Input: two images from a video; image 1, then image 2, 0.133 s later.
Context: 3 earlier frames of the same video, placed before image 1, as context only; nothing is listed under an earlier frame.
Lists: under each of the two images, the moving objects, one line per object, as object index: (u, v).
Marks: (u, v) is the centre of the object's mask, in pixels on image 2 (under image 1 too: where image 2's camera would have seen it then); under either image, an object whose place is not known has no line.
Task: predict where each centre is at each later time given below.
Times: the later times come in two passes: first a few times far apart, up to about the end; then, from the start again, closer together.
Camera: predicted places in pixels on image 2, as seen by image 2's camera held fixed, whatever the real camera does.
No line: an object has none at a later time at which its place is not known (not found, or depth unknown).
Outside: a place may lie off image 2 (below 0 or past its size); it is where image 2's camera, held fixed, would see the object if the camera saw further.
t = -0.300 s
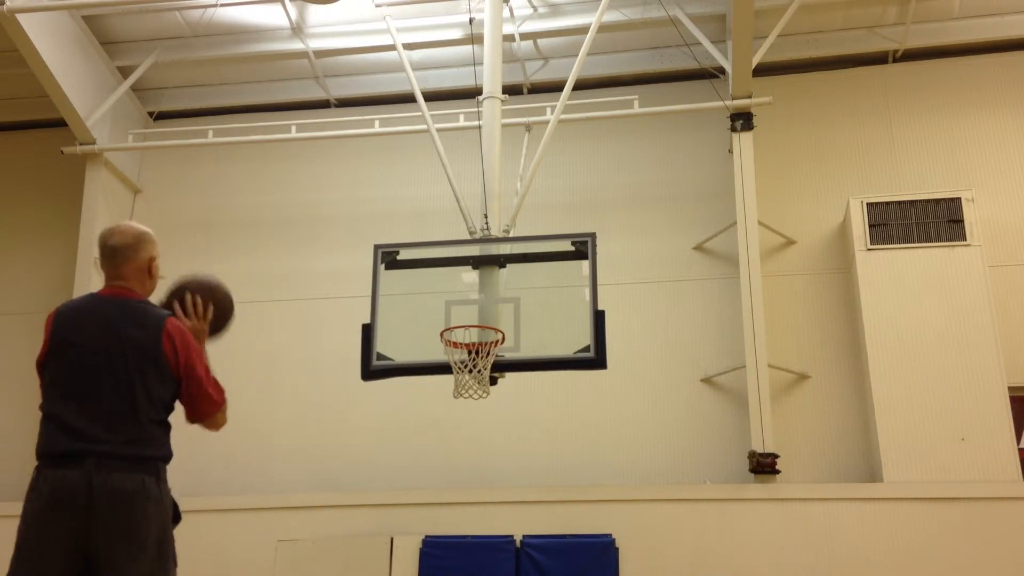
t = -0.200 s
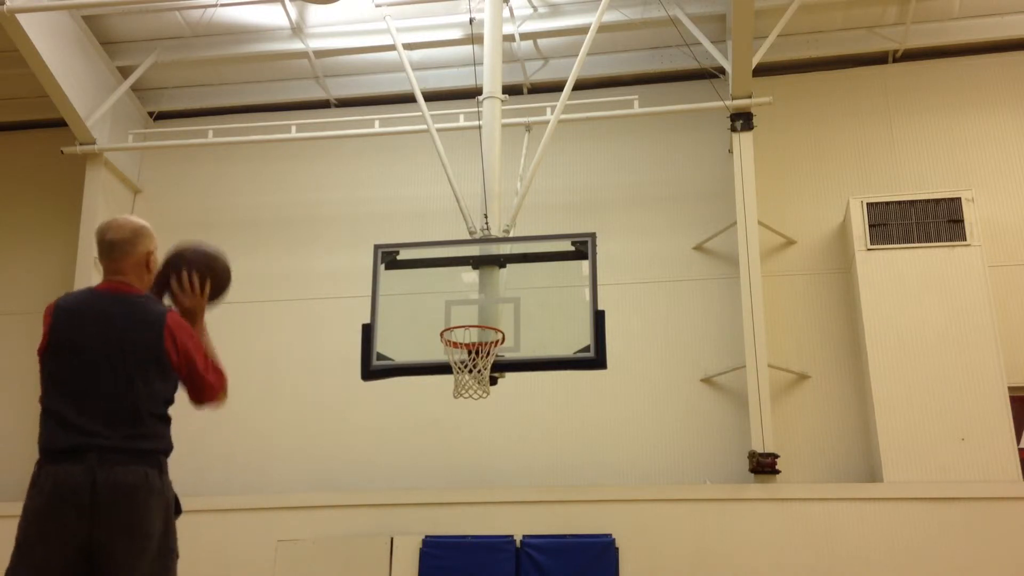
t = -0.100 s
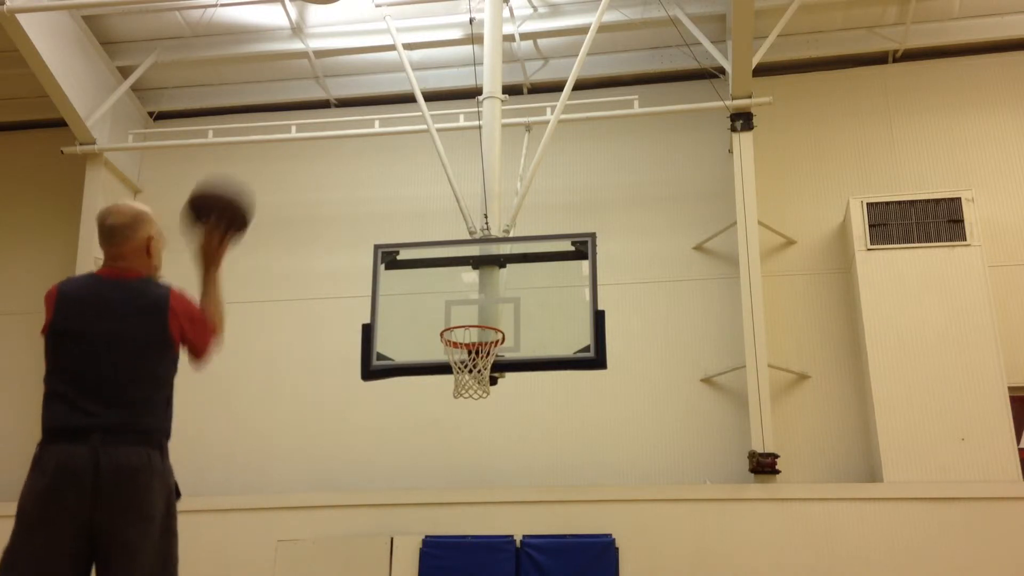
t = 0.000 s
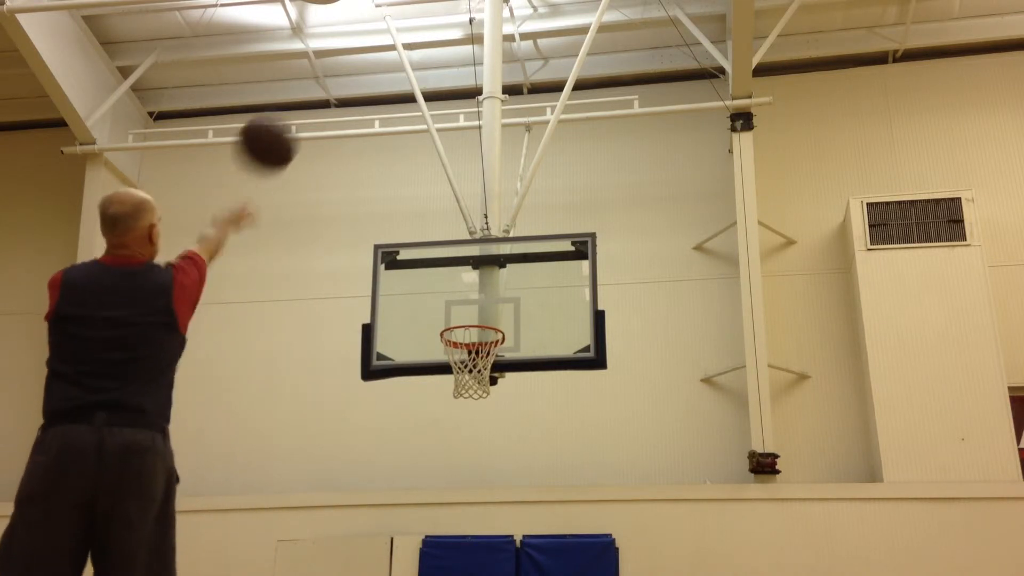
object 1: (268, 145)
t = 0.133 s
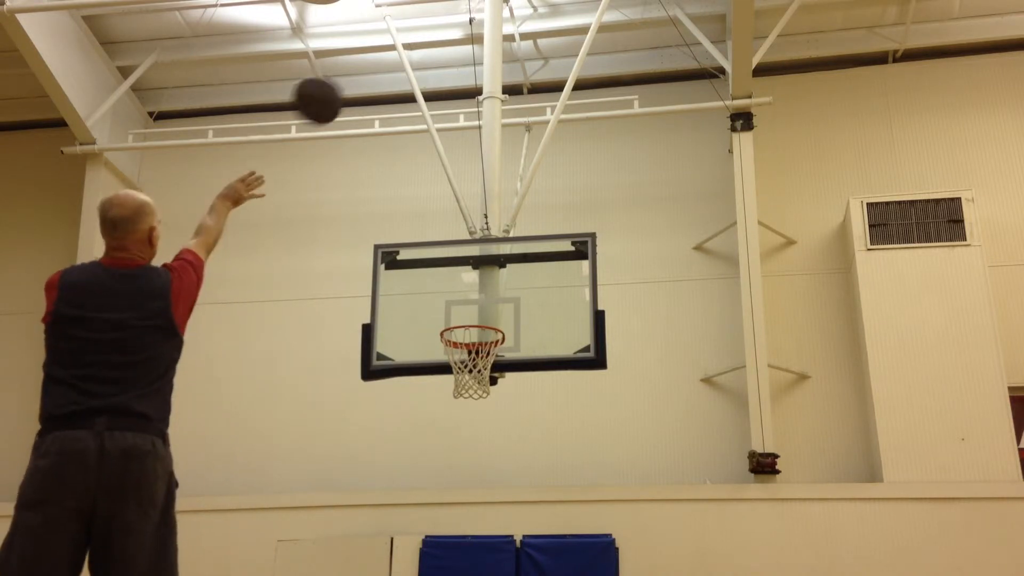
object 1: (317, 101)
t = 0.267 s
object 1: (356, 92)
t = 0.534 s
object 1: (408, 148)
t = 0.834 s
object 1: (446, 293)
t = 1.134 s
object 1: (469, 329)
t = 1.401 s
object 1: (462, 316)
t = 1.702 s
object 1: (488, 367)
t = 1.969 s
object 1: (472, 397)
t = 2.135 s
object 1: (452, 431)
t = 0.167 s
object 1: (328, 96)
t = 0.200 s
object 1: (338, 93)
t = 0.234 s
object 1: (347, 92)
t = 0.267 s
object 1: (356, 92)
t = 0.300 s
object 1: (364, 95)
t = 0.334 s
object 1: (371, 99)
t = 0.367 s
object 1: (378, 104)
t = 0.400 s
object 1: (384, 110)
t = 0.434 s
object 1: (391, 117)
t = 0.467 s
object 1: (397, 127)
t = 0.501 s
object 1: (403, 137)
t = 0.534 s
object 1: (408, 148)
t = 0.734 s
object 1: (434, 234)
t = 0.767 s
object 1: (438, 254)
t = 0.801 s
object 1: (443, 274)
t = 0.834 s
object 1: (446, 293)
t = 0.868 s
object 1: (449, 313)
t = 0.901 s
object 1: (452, 314)
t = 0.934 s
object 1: (454, 312)
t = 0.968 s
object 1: (457, 312)
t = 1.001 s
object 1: (460, 313)
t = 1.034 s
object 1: (462, 315)
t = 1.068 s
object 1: (464, 320)
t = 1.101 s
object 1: (466, 324)
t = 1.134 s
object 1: (469, 329)
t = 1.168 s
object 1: (469, 326)
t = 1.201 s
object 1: (468, 321)
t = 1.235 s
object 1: (467, 316)
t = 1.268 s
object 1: (466, 314)
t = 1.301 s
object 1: (466, 312)
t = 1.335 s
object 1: (465, 312)
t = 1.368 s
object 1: (464, 314)
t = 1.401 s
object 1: (462, 316)
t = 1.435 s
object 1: (461, 322)
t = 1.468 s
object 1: (461, 326)
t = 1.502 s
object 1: (467, 331)
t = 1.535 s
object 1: (472, 338)
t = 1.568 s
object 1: (478, 344)
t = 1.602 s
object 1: (482, 351)
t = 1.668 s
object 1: (488, 366)
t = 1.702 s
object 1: (488, 367)
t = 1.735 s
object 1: (489, 368)
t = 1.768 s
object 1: (490, 371)
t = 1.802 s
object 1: (488, 371)
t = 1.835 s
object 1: (486, 371)
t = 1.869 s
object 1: (483, 373)
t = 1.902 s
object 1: (482, 375)
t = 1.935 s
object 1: (478, 387)
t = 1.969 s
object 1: (472, 397)
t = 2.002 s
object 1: (468, 399)
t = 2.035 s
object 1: (465, 403)
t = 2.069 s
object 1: (460, 412)
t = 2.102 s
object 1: (456, 420)
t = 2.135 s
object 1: (452, 431)
